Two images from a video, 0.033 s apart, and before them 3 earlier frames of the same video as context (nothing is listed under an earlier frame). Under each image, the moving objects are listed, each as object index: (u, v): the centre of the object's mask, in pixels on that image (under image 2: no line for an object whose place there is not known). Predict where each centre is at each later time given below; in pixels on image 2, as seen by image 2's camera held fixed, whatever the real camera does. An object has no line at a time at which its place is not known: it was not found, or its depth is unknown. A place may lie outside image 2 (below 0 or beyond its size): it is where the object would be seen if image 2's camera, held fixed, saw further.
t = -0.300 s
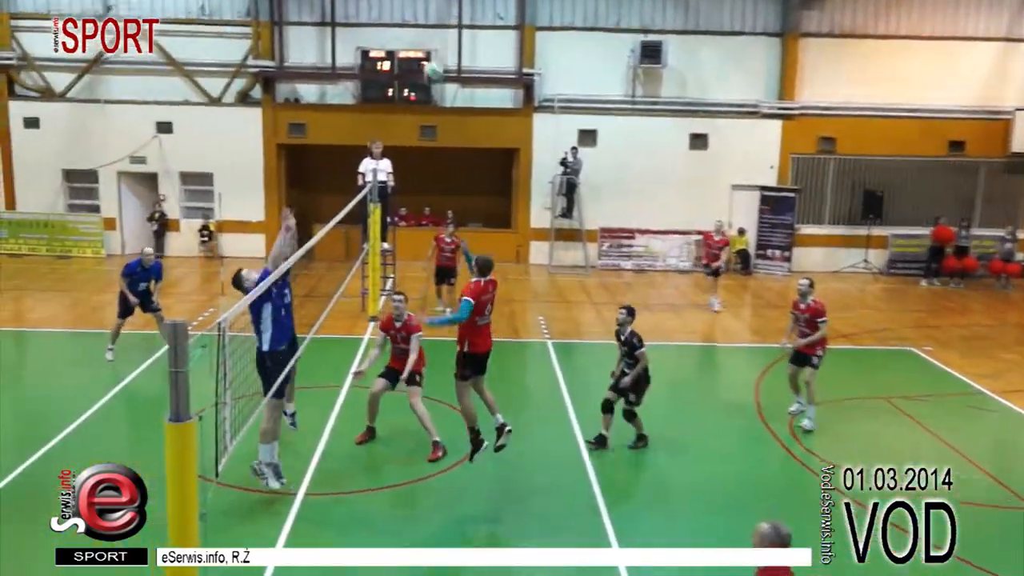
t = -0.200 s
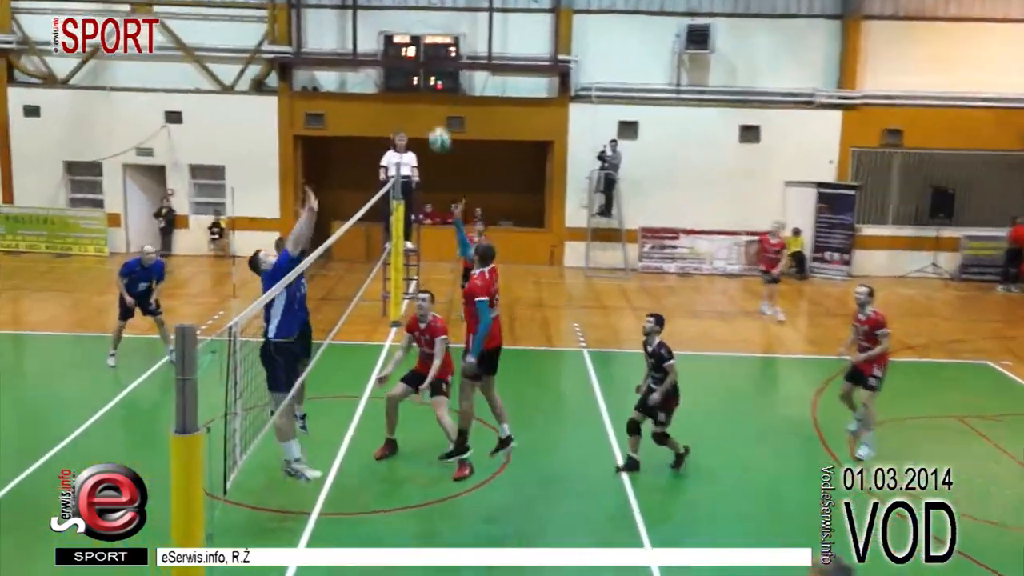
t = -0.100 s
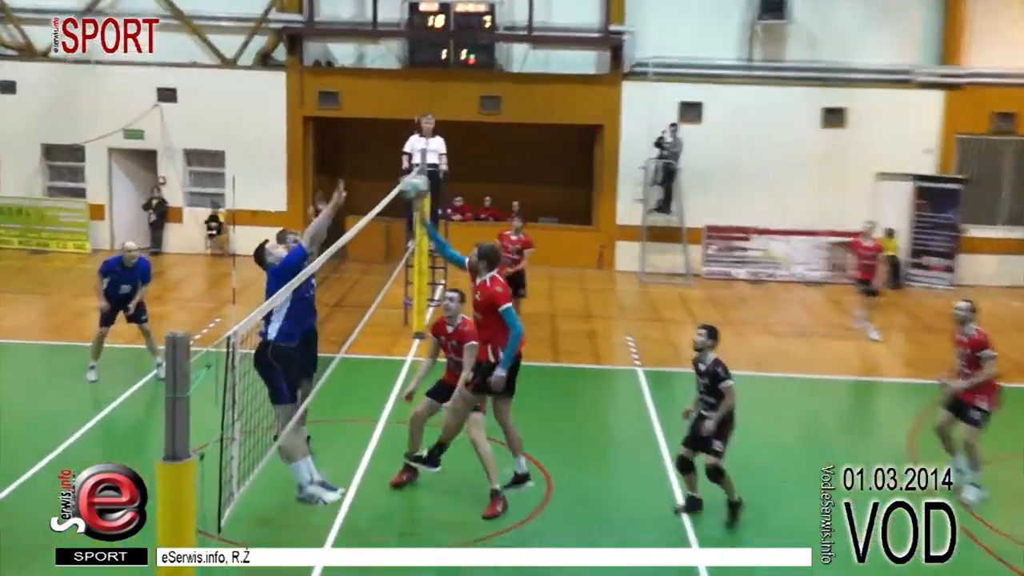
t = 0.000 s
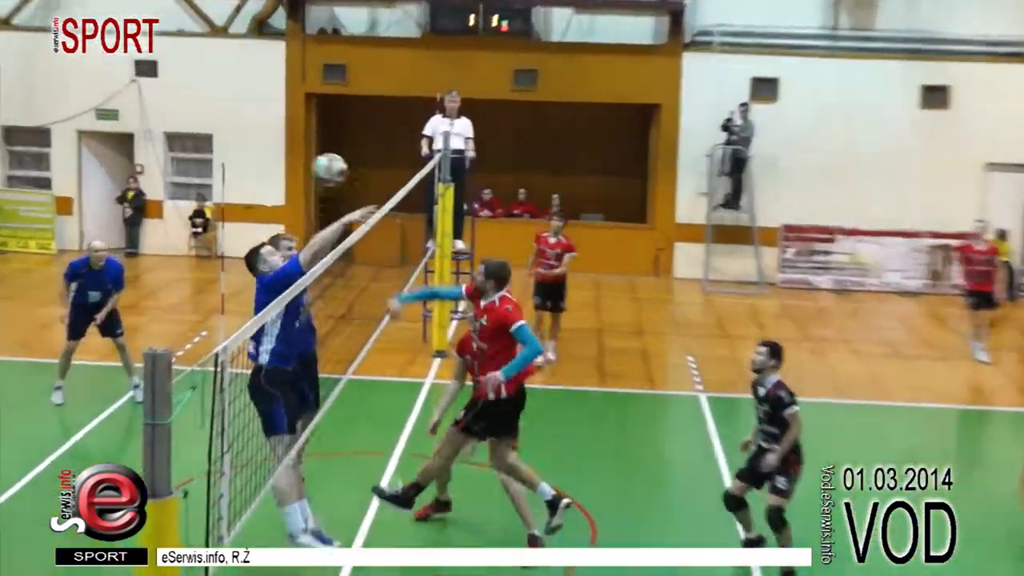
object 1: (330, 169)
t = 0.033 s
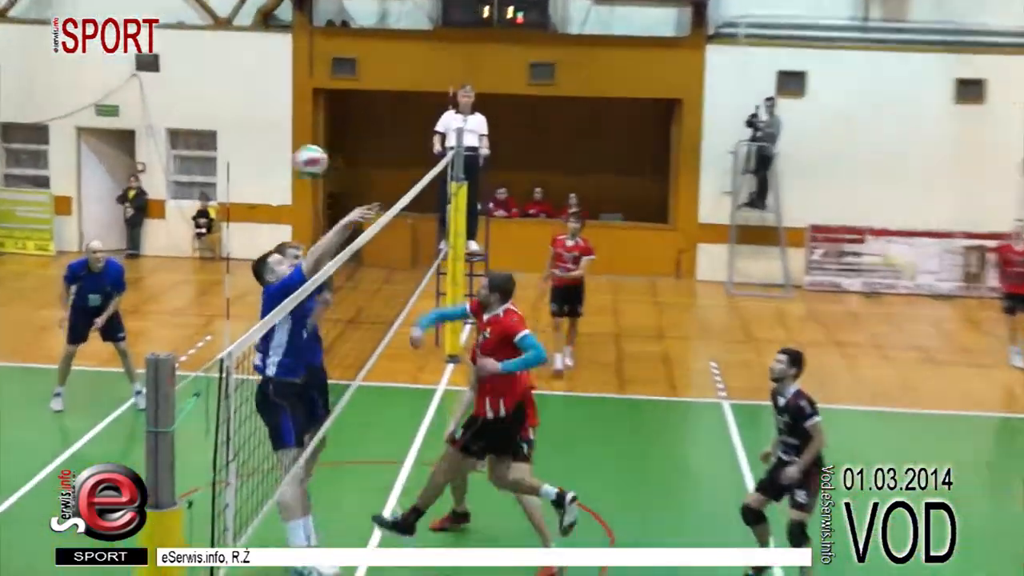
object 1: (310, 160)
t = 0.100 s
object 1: (265, 158)
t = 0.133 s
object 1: (237, 159)
